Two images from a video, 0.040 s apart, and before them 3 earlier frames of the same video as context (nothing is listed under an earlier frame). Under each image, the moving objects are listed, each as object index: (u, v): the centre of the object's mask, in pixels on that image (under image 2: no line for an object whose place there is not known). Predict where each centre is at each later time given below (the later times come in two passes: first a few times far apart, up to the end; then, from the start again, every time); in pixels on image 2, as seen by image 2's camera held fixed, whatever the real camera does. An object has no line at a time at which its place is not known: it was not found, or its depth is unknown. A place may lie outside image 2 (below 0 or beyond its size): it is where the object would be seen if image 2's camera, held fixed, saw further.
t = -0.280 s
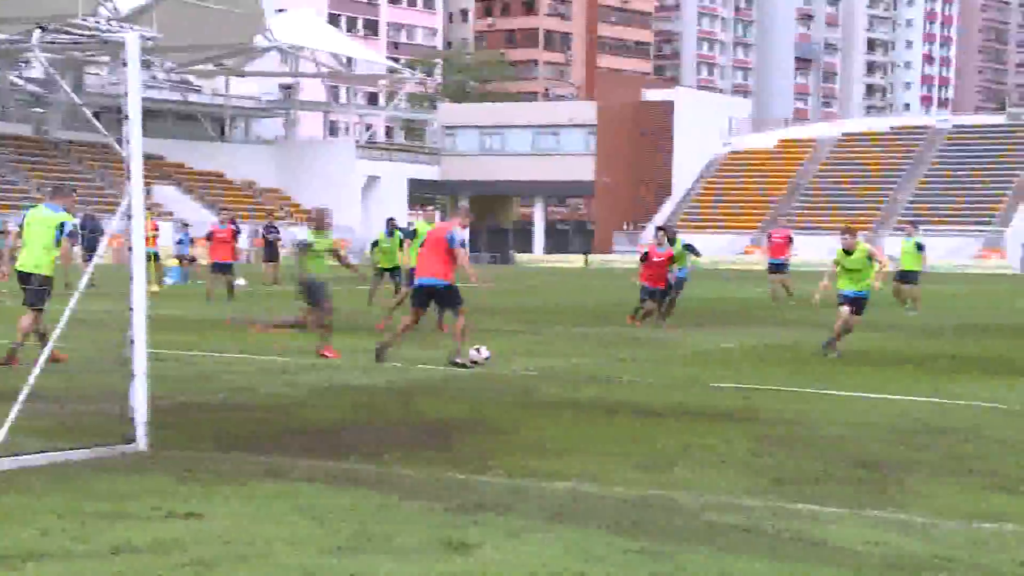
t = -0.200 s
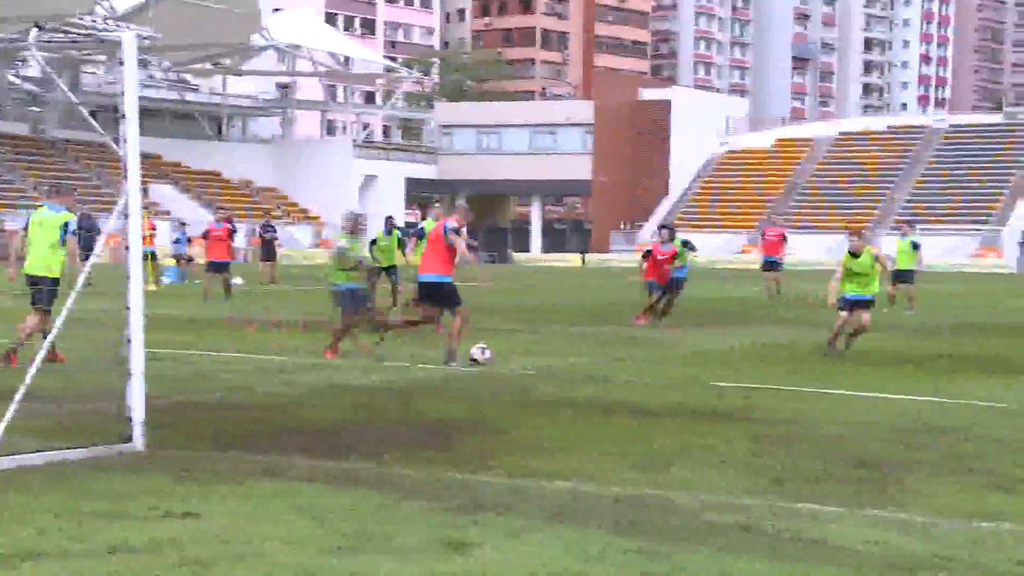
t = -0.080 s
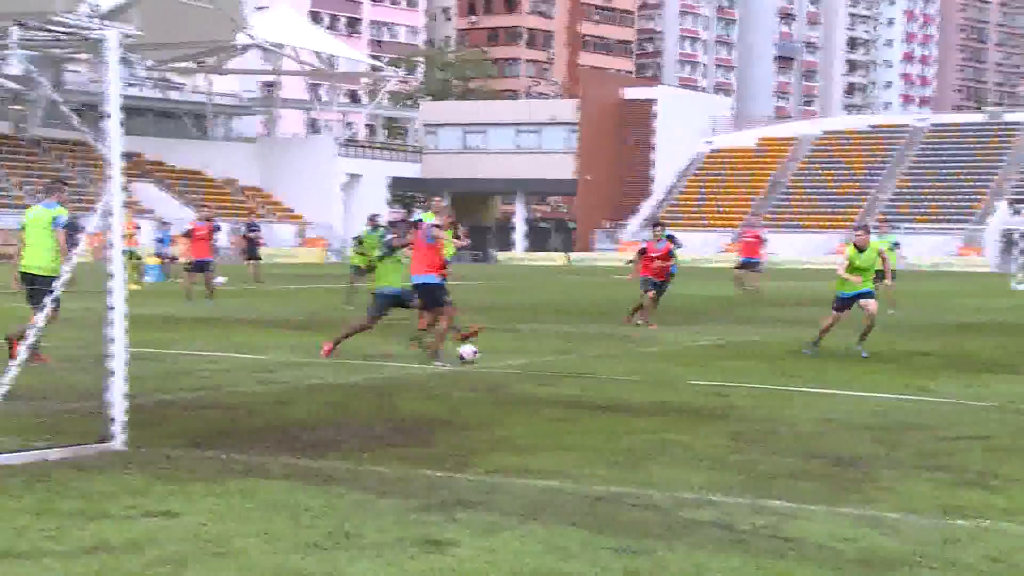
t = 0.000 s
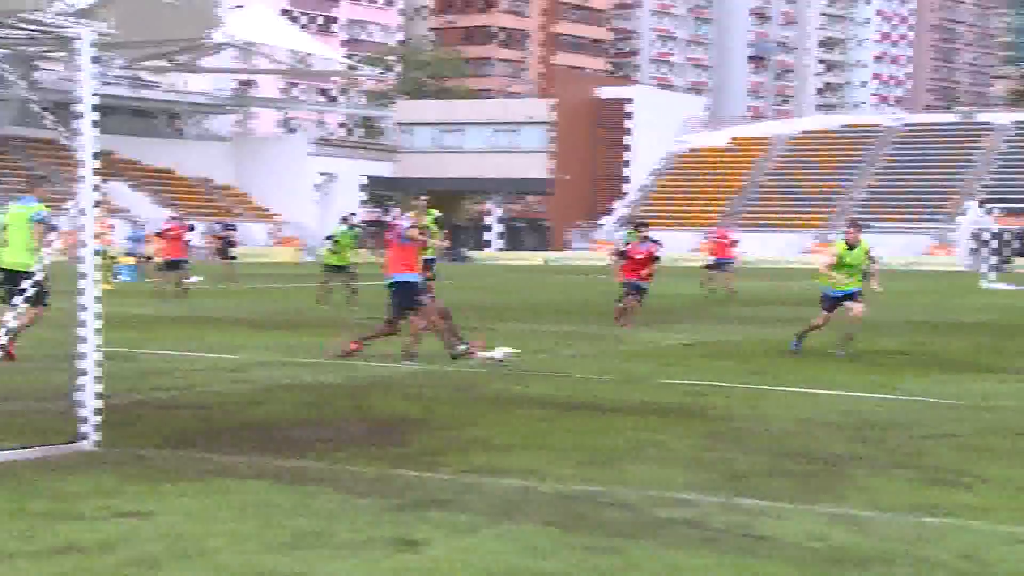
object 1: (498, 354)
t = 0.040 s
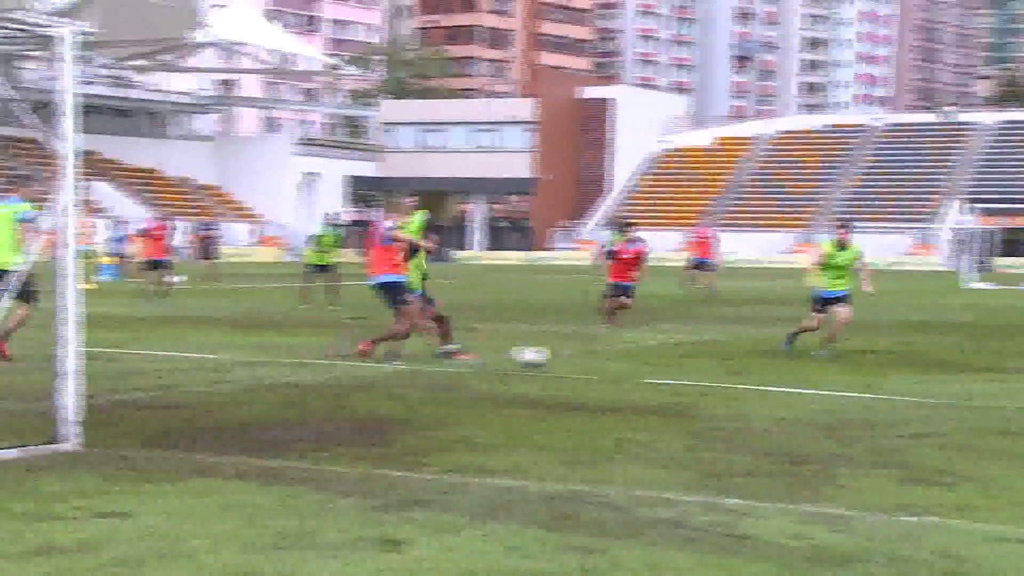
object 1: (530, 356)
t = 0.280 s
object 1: (814, 373)
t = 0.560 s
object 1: (1111, 395)
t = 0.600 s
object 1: (1151, 397)
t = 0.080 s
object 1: (577, 358)
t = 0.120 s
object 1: (626, 361)
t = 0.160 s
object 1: (673, 364)
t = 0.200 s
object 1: (721, 366)
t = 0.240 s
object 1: (766, 369)
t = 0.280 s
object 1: (814, 373)
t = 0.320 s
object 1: (861, 378)
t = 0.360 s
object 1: (905, 380)
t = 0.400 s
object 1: (947, 382)
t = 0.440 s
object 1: (989, 386)
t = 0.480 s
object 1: (1031, 391)
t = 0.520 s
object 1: (1072, 394)
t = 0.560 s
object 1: (1111, 395)
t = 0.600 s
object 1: (1151, 397)
